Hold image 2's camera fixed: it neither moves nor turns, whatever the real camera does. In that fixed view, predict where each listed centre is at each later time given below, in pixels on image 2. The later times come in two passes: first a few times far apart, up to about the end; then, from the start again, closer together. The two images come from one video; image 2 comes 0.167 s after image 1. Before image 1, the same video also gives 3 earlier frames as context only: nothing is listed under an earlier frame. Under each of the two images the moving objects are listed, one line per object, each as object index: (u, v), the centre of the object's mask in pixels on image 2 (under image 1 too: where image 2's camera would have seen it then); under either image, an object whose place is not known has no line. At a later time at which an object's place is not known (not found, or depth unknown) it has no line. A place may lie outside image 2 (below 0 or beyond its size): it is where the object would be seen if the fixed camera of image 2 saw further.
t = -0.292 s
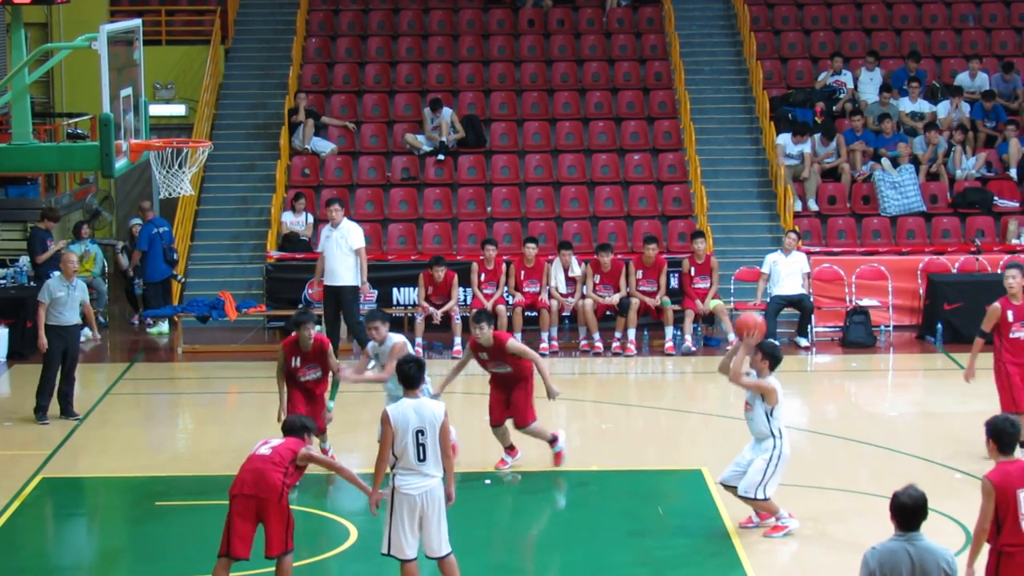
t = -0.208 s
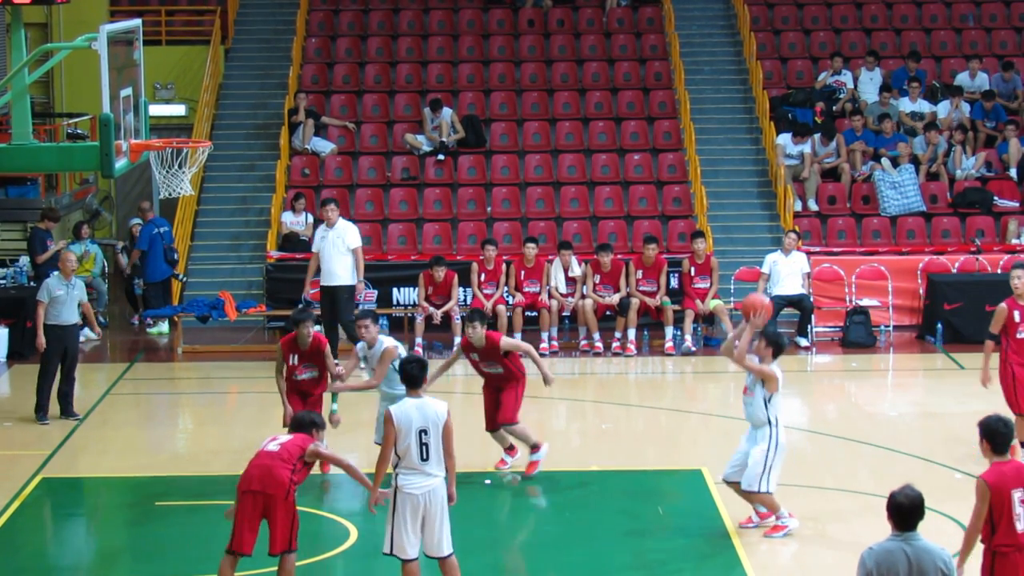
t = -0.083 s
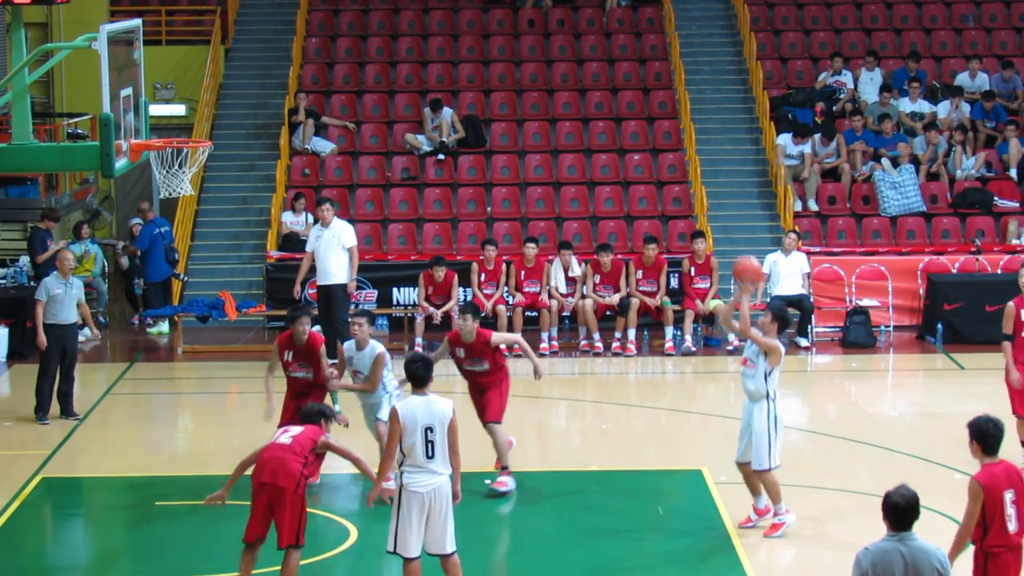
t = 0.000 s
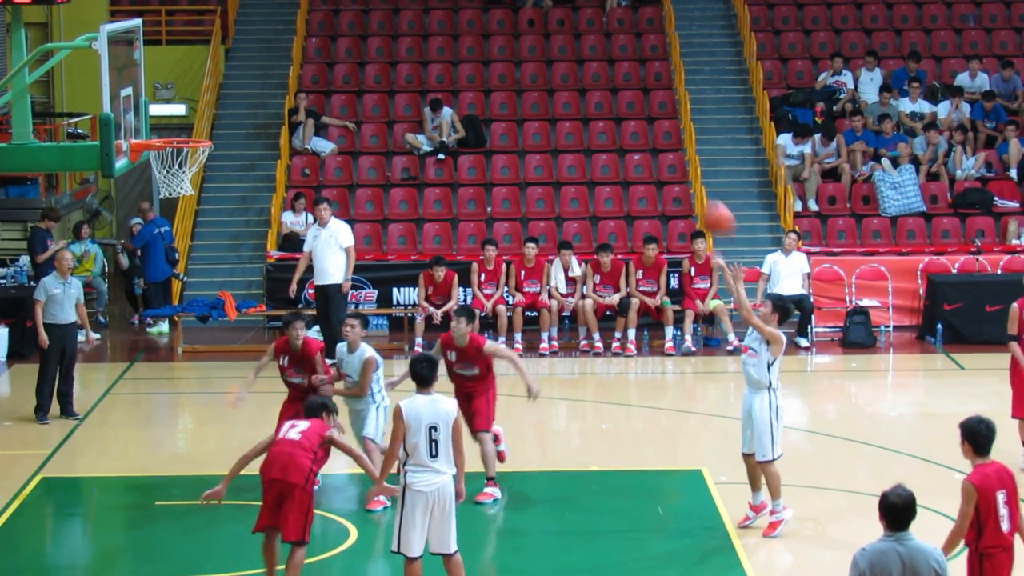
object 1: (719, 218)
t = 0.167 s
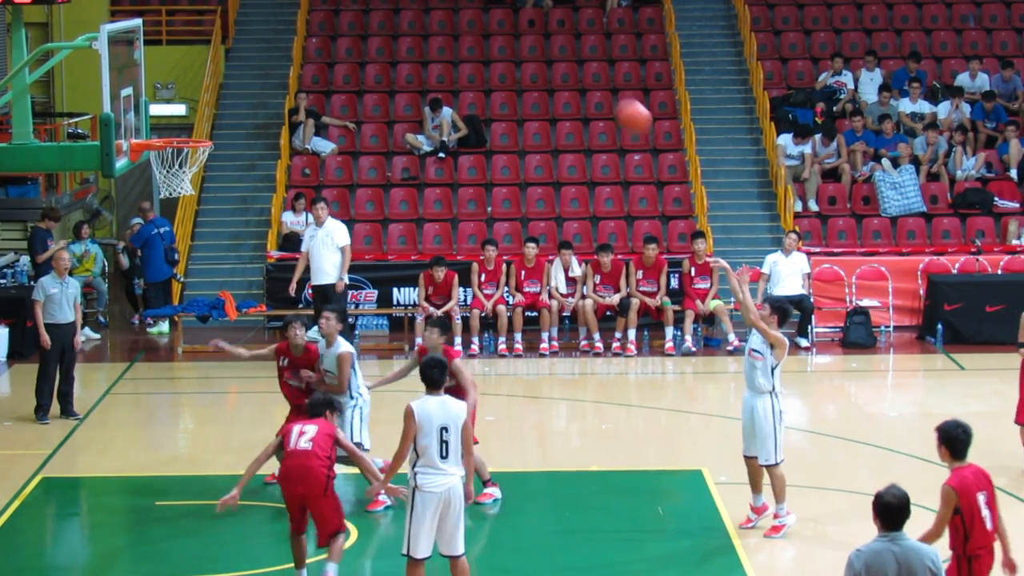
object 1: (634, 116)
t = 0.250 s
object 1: (591, 78)
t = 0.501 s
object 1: (464, 13)
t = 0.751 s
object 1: (338, 22)
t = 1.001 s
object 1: (214, 115)
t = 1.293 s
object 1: (166, 184)
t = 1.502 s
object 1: (192, 247)
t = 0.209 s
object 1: (612, 96)
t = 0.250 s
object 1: (591, 78)
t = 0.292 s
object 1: (569, 62)
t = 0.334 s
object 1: (550, 47)
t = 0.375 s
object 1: (527, 35)
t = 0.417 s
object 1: (506, 25)
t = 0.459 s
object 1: (485, 17)
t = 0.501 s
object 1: (464, 13)
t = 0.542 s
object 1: (443, 11)
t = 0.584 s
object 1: (422, 10)
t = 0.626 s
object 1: (400, 11)
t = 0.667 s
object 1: (379, 12)
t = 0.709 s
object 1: (358, 16)
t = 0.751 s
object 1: (338, 22)
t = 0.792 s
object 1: (318, 32)
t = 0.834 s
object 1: (296, 44)
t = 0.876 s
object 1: (275, 59)
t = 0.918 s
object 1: (254, 75)
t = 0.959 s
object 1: (234, 94)
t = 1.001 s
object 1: (214, 115)
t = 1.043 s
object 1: (193, 131)
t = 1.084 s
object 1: (177, 143)
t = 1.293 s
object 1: (166, 184)
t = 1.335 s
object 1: (169, 194)
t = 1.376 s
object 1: (176, 206)
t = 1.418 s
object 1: (182, 216)
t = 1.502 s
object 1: (192, 247)
